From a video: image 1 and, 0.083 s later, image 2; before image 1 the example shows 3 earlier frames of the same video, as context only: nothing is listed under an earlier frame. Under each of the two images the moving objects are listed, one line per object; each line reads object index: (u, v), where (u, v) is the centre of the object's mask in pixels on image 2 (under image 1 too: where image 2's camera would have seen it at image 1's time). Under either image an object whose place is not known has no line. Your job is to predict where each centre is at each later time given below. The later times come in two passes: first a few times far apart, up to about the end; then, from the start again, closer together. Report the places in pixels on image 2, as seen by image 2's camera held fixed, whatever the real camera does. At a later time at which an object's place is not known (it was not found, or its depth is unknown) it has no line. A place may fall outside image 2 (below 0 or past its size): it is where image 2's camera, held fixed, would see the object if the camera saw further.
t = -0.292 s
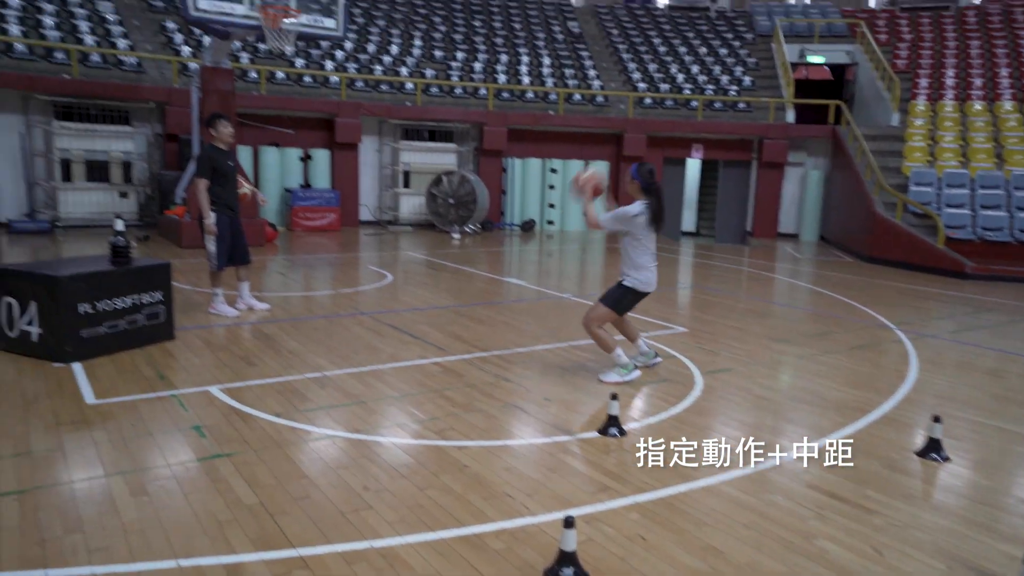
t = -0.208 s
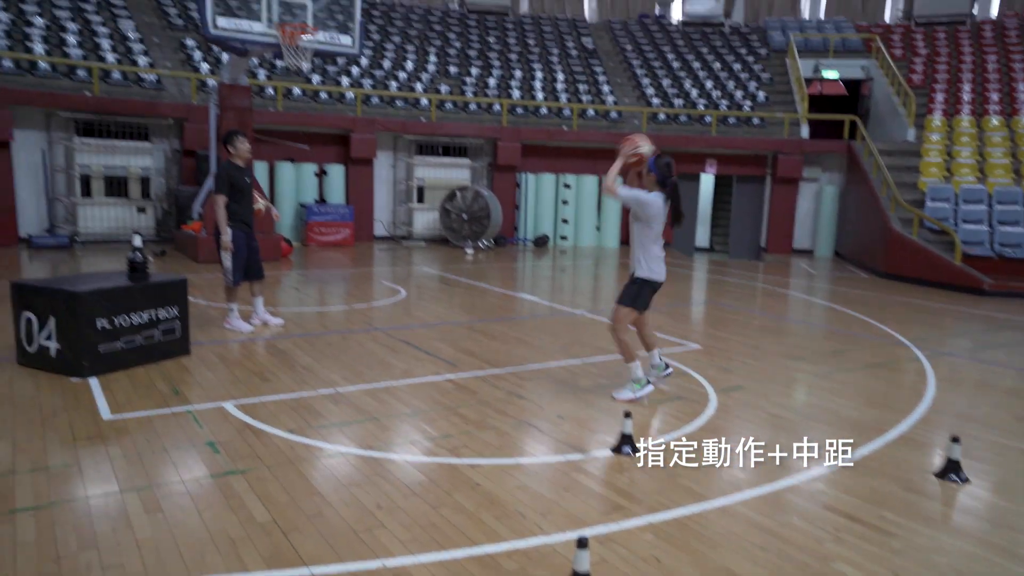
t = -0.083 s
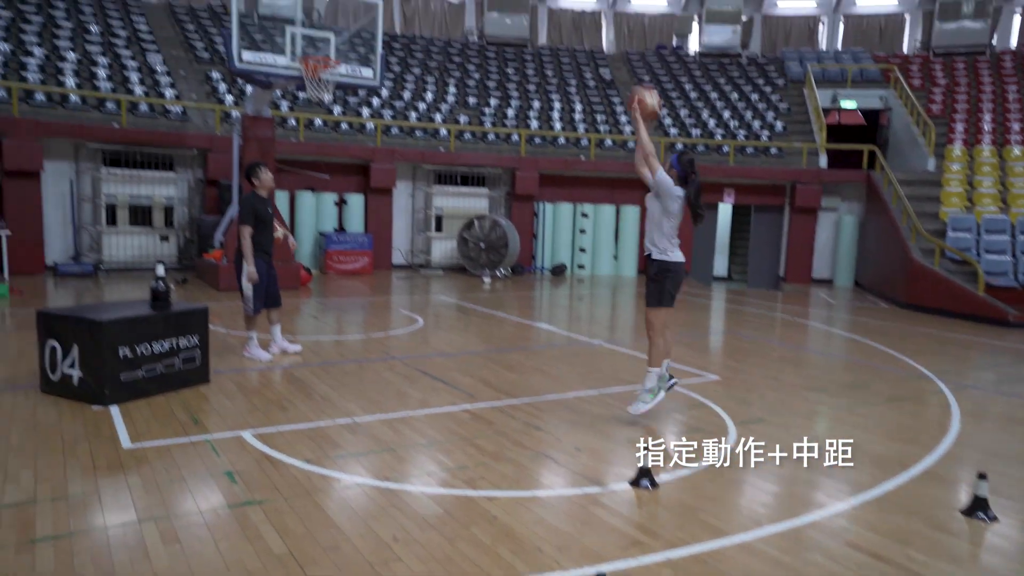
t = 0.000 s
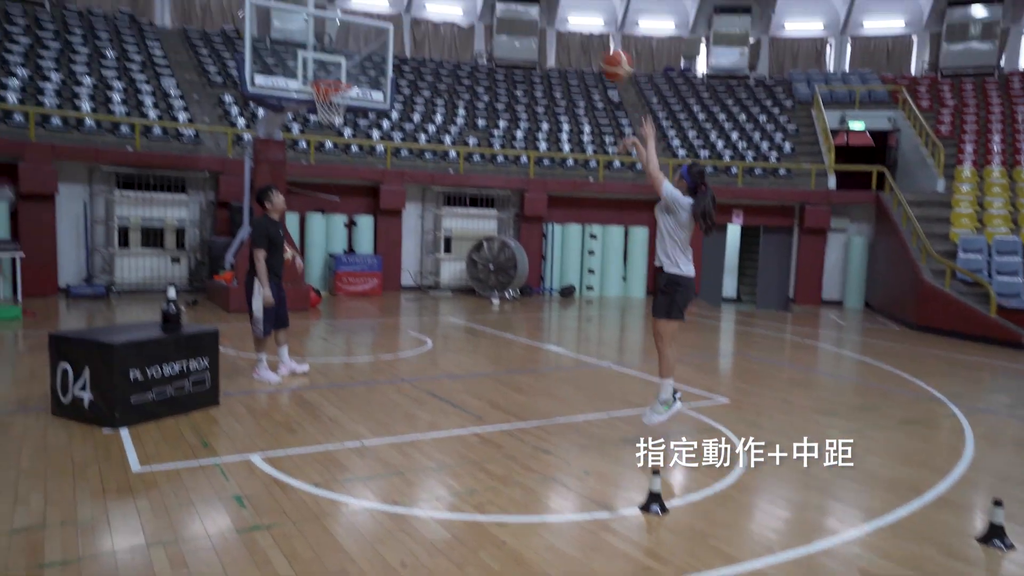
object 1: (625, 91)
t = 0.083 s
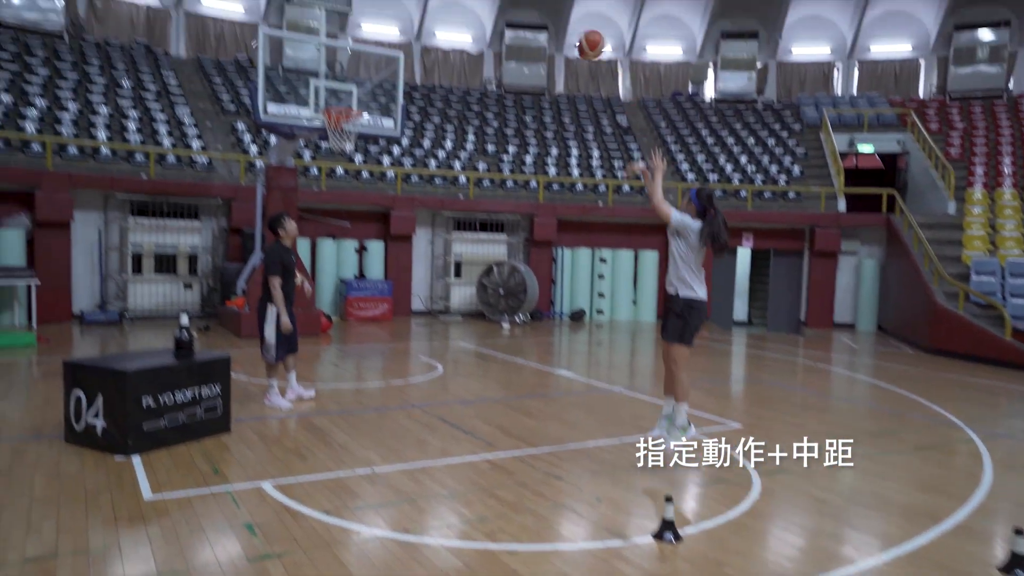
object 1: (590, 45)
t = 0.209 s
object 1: (545, 1)
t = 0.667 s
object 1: (417, 4)
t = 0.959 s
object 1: (355, 98)
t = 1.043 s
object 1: (351, 116)
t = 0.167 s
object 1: (560, 12)
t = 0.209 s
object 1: (545, 1)
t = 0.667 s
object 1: (417, 4)
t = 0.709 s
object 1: (407, 15)
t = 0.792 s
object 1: (389, 39)
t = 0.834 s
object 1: (380, 51)
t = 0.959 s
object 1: (355, 98)
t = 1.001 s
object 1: (349, 113)
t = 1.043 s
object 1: (351, 116)
